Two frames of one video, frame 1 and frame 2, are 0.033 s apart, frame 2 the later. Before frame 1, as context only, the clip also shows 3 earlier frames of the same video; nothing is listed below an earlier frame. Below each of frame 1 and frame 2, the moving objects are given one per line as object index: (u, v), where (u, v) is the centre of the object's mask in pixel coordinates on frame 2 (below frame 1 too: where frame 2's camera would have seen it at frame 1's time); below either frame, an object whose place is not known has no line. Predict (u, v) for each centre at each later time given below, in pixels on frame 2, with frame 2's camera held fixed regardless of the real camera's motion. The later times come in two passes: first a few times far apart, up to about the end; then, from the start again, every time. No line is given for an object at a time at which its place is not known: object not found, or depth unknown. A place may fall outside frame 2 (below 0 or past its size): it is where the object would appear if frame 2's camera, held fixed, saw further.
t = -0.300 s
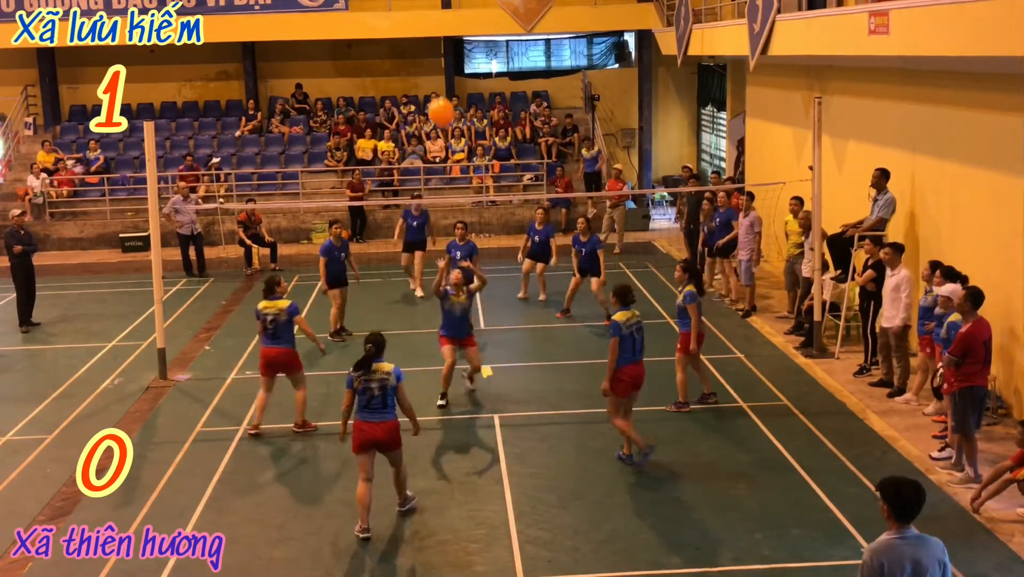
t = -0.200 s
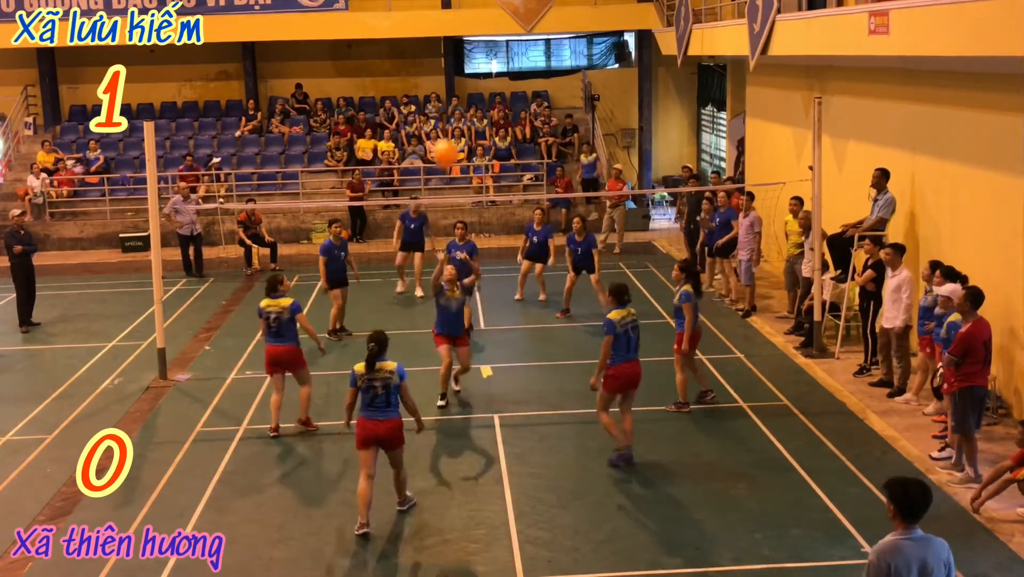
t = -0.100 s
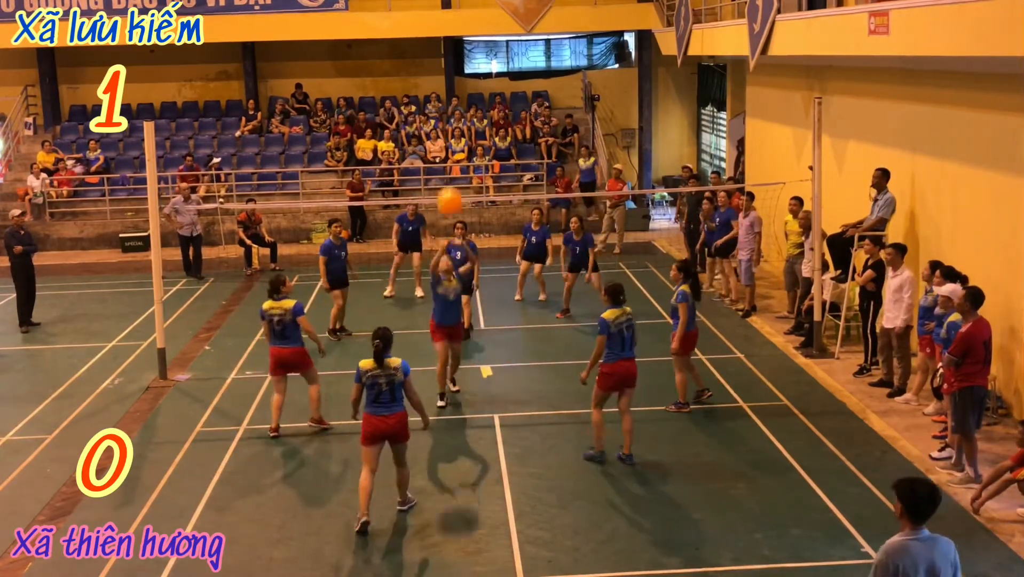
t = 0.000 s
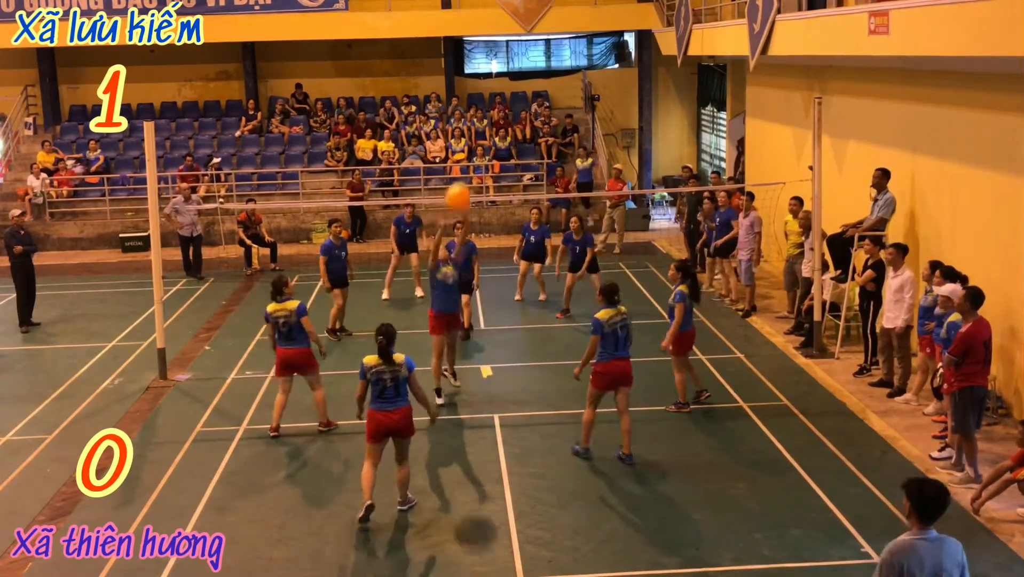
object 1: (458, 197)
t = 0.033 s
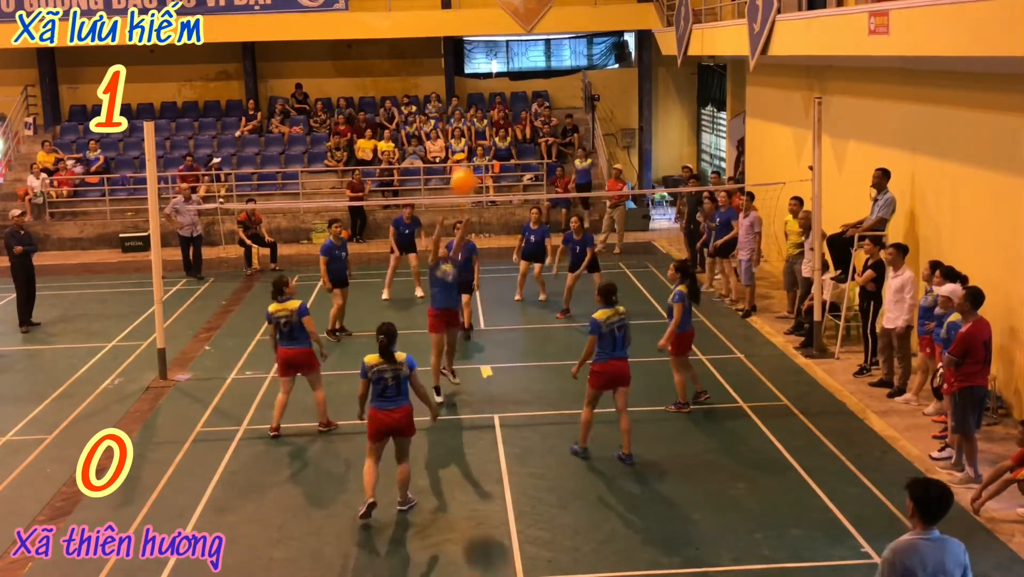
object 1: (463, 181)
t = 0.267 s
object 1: (498, 95)
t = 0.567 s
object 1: (546, 59)
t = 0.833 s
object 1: (590, 101)
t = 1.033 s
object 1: (624, 183)
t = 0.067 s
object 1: (467, 165)
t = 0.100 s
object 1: (473, 151)
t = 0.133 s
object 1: (478, 139)
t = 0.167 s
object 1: (483, 125)
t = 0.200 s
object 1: (488, 114)
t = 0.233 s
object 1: (492, 105)
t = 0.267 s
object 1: (498, 95)
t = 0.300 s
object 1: (503, 87)
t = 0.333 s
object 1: (508, 80)
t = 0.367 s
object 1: (513, 74)
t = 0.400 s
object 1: (518, 69)
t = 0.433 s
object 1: (524, 65)
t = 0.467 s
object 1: (529, 61)
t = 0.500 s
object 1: (534, 59)
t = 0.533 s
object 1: (540, 58)
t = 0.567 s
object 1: (546, 59)
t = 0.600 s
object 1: (551, 60)
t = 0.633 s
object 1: (557, 62)
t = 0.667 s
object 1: (562, 65)
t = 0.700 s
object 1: (568, 70)
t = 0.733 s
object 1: (573, 76)
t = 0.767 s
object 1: (579, 83)
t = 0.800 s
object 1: (584, 92)
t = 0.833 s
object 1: (590, 101)
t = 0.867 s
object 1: (596, 112)
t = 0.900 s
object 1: (602, 124)
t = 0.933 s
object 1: (608, 137)
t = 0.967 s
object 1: (613, 151)
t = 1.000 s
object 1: (619, 166)
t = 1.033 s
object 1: (624, 183)
